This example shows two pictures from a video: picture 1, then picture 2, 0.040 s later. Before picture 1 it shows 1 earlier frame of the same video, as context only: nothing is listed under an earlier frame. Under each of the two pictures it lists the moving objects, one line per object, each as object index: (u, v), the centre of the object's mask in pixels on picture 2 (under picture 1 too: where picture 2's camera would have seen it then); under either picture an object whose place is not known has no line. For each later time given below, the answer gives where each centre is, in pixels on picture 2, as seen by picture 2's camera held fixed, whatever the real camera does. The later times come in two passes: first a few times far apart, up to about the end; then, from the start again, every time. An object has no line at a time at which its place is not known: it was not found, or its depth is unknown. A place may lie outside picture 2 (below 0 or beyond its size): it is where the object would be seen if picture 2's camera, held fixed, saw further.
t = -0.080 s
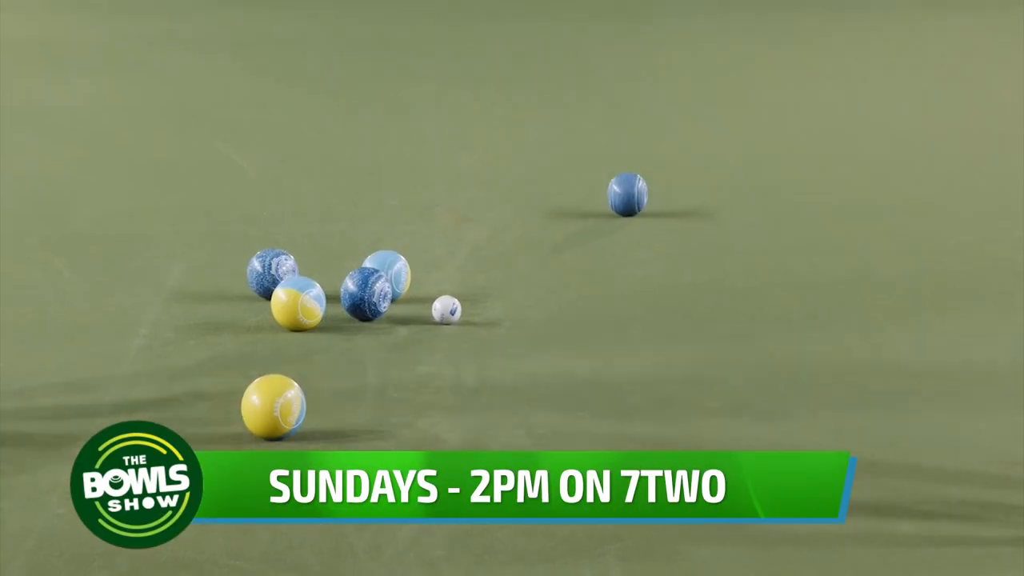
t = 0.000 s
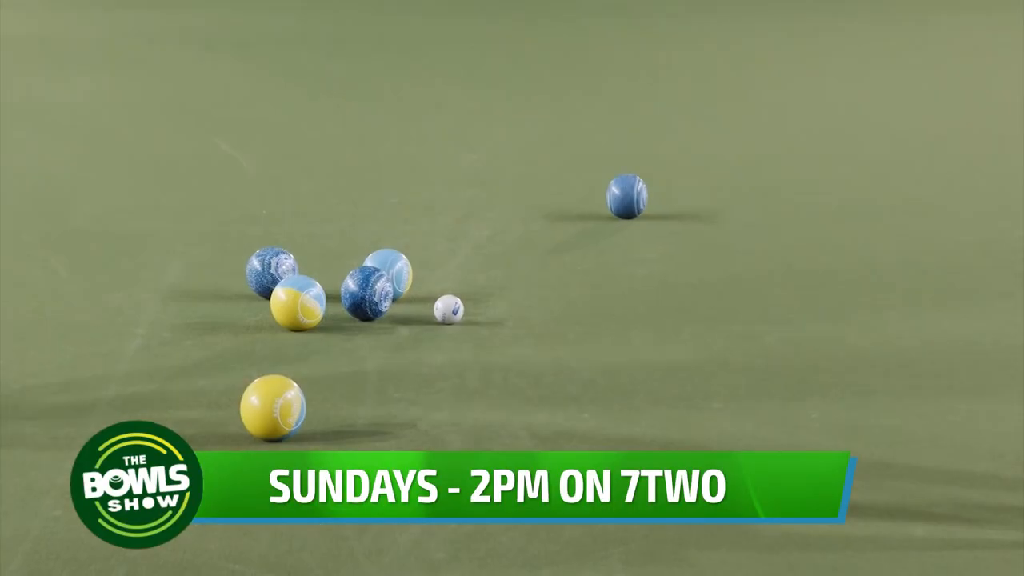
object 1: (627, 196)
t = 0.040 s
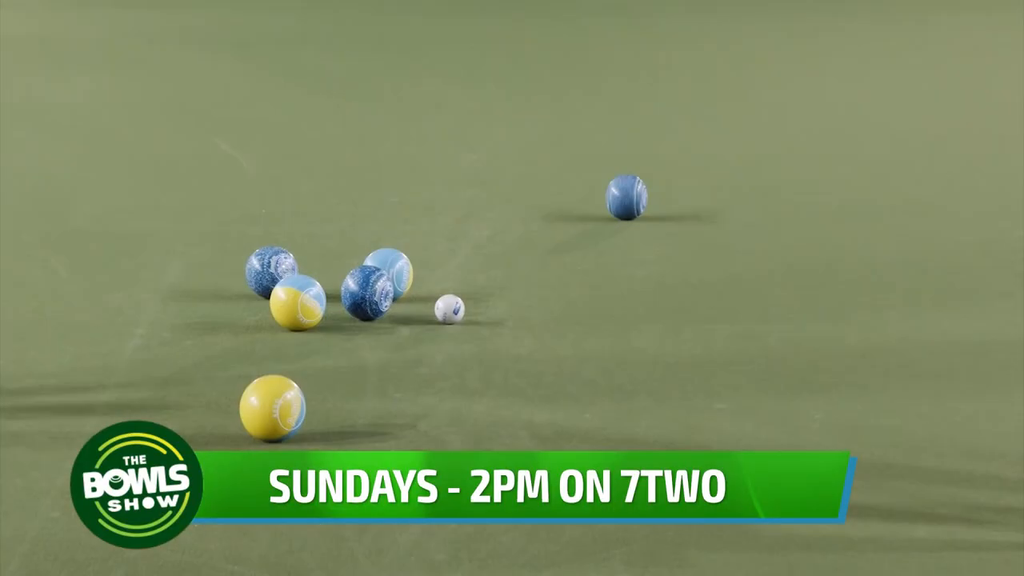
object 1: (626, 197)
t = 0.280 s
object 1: (617, 206)
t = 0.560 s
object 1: (605, 217)
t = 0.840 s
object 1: (591, 229)
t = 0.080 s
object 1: (625, 198)
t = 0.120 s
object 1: (624, 200)
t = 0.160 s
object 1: (622, 202)
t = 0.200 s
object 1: (620, 203)
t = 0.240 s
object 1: (619, 204)
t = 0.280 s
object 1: (617, 206)
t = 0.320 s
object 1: (616, 208)
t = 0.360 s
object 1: (614, 209)
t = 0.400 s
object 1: (612, 211)
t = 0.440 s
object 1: (610, 212)
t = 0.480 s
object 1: (609, 213)
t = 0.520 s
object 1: (607, 215)
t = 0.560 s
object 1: (605, 217)
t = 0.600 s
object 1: (603, 219)
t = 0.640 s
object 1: (601, 220)
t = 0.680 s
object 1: (599, 222)
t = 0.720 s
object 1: (597, 224)
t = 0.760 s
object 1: (595, 225)
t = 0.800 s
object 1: (592, 227)
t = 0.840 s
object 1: (591, 229)
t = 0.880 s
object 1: (589, 230)
